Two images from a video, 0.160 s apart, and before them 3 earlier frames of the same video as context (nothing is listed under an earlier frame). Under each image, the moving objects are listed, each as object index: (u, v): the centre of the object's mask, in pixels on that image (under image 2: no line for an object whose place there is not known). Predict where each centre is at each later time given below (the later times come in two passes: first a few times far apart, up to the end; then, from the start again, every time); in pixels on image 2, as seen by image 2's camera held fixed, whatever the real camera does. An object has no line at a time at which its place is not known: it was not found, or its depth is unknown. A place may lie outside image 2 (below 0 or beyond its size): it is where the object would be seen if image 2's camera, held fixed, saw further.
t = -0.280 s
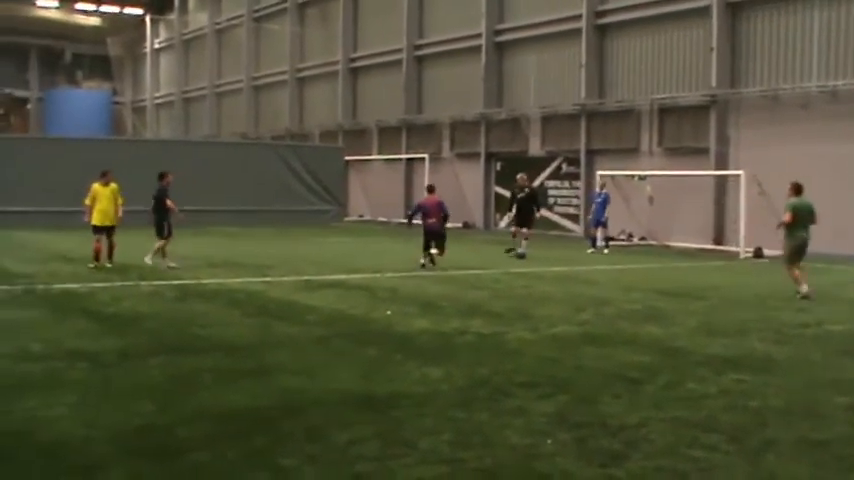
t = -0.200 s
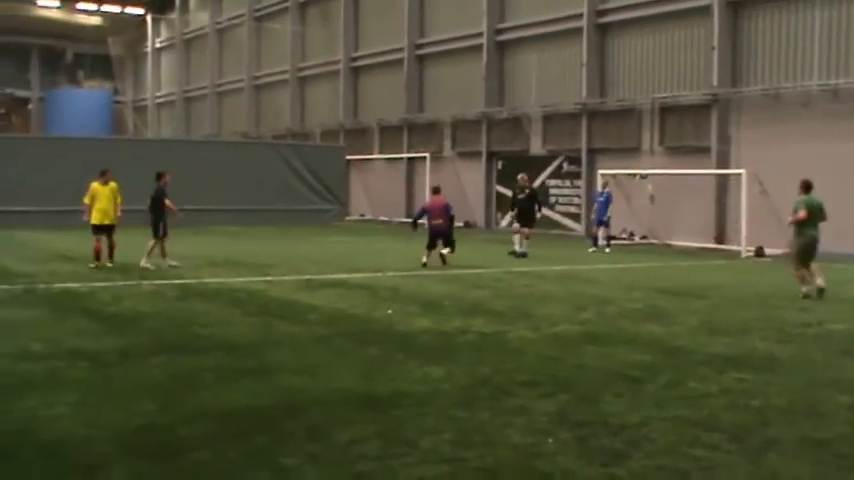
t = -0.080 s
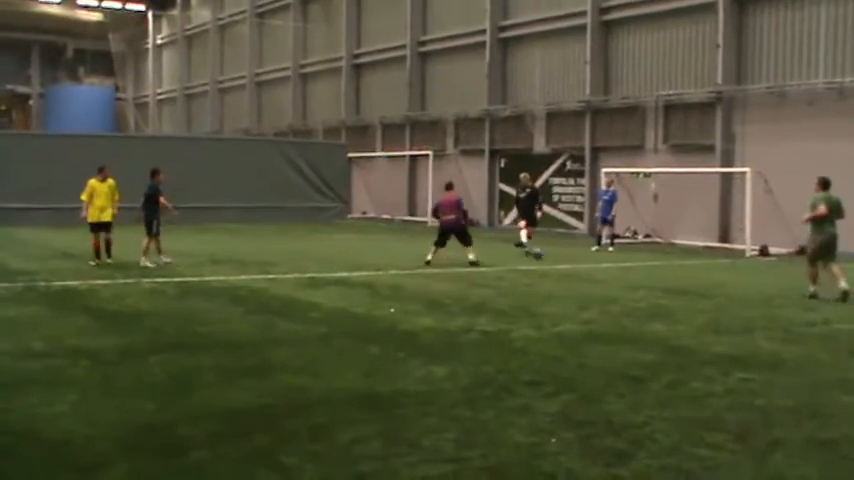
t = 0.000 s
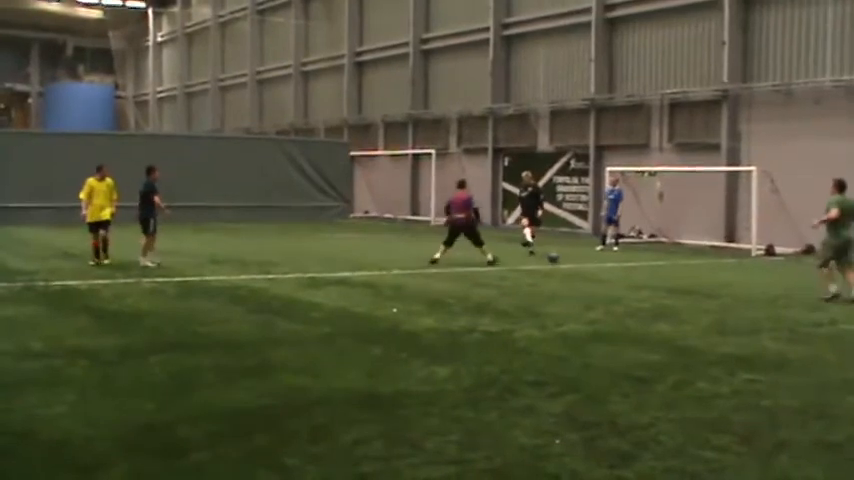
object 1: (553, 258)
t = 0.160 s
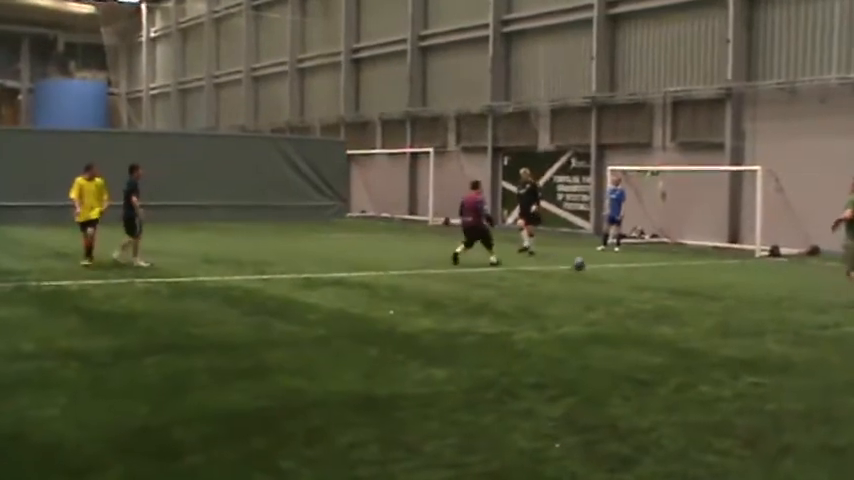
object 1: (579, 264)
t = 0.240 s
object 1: (590, 267)
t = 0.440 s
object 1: (617, 275)
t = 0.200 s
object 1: (584, 266)
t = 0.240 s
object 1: (590, 267)
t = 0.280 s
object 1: (596, 270)
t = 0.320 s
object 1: (600, 271)
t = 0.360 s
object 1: (605, 272)
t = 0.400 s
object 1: (611, 273)
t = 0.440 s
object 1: (617, 275)
